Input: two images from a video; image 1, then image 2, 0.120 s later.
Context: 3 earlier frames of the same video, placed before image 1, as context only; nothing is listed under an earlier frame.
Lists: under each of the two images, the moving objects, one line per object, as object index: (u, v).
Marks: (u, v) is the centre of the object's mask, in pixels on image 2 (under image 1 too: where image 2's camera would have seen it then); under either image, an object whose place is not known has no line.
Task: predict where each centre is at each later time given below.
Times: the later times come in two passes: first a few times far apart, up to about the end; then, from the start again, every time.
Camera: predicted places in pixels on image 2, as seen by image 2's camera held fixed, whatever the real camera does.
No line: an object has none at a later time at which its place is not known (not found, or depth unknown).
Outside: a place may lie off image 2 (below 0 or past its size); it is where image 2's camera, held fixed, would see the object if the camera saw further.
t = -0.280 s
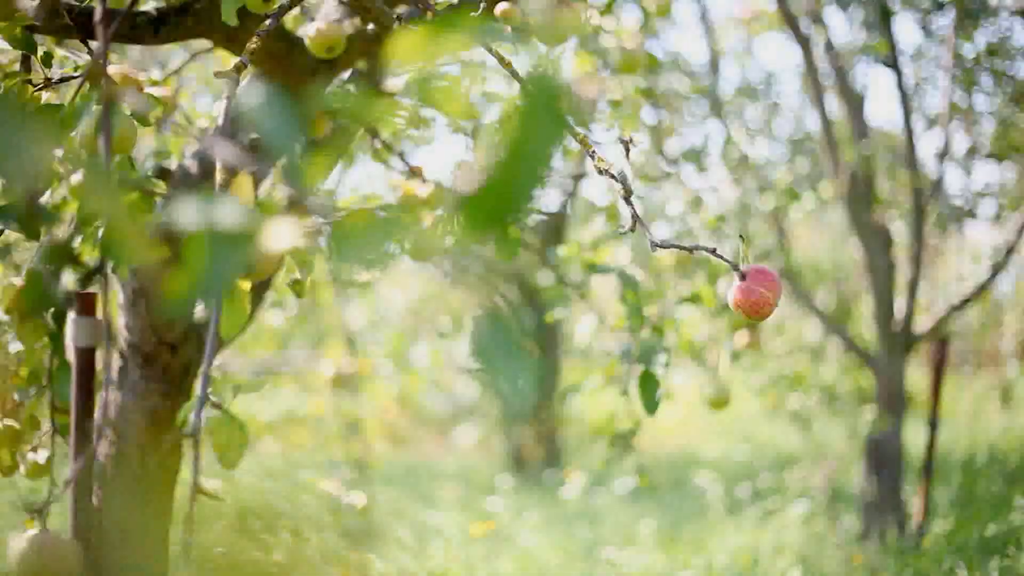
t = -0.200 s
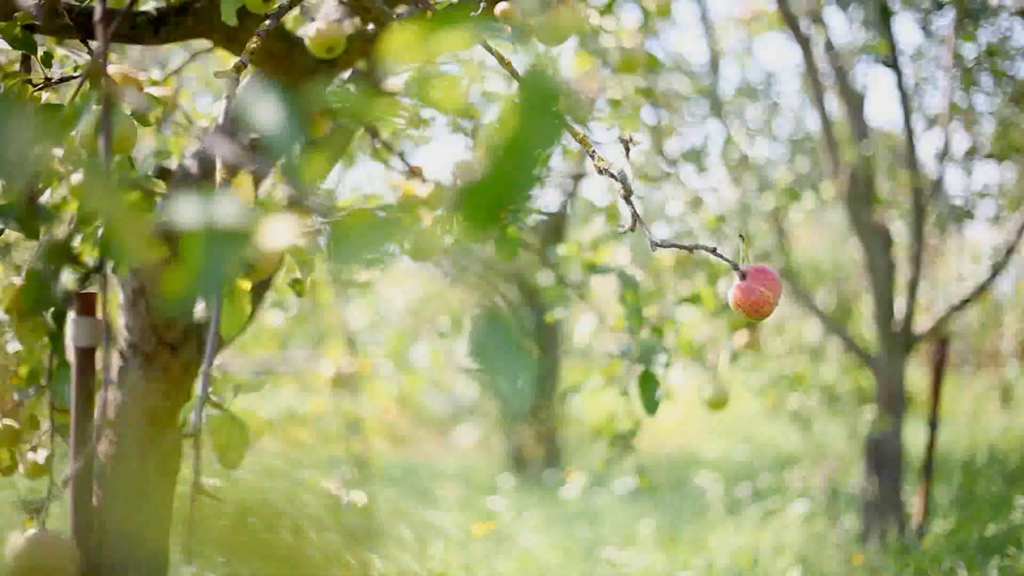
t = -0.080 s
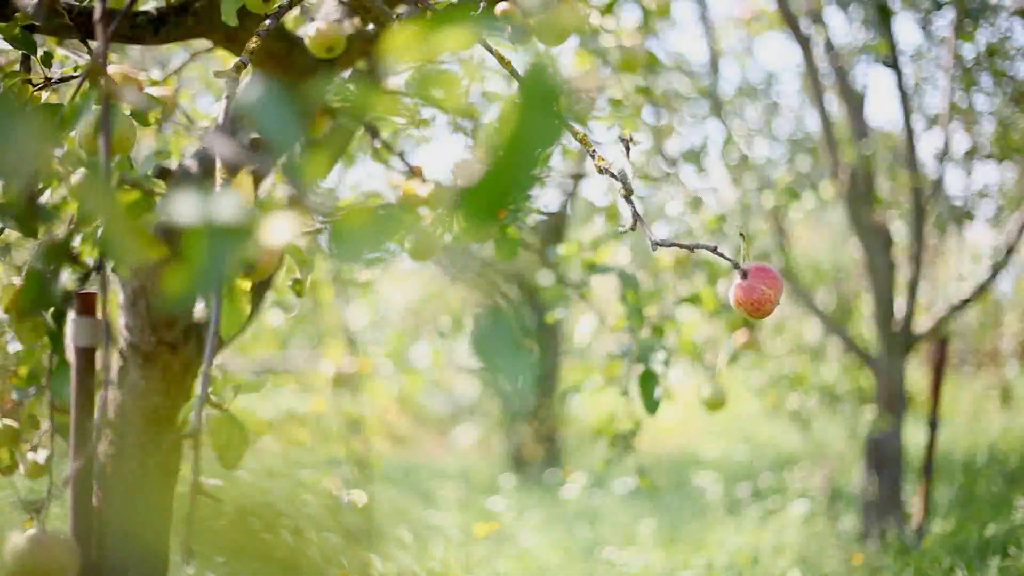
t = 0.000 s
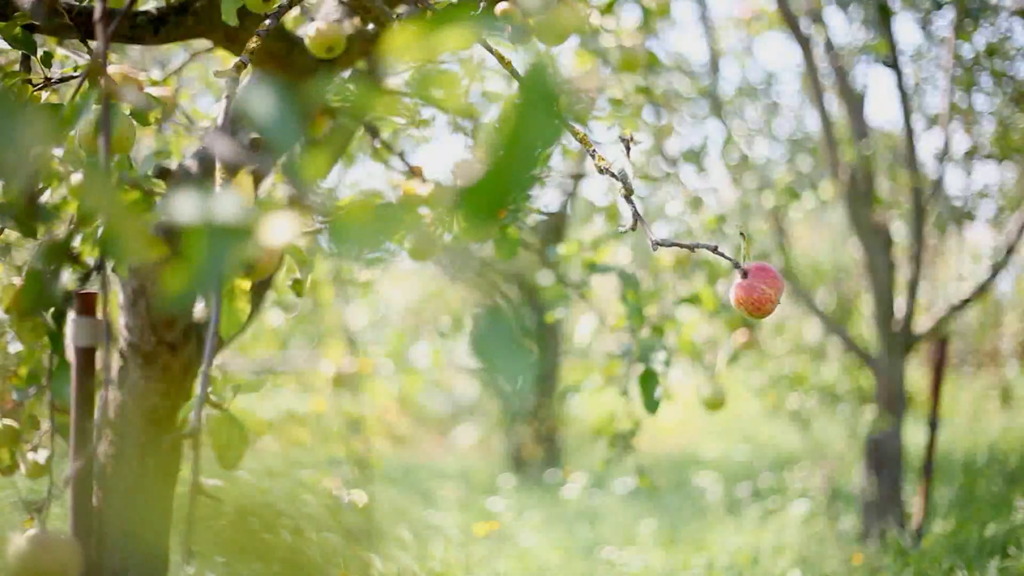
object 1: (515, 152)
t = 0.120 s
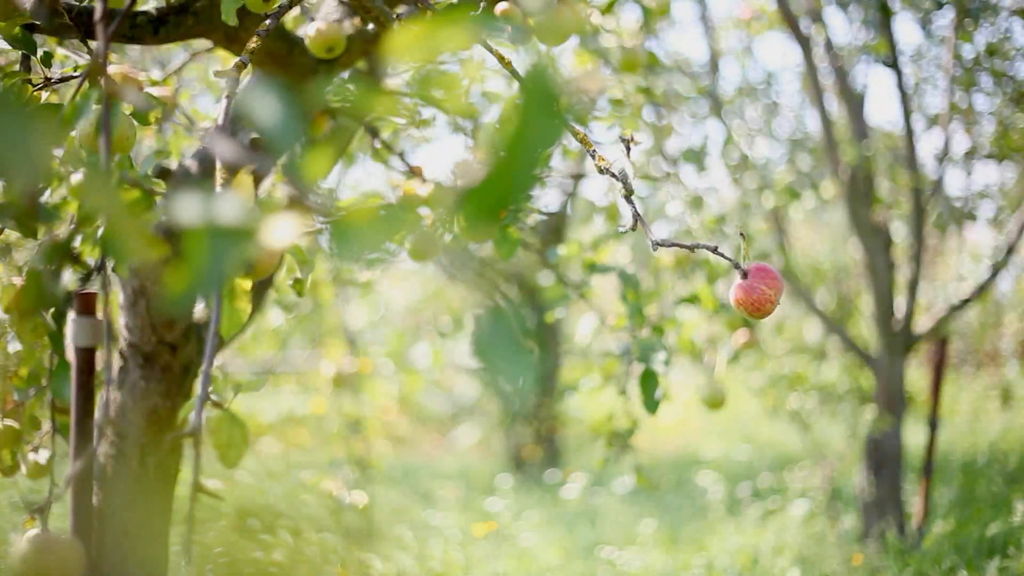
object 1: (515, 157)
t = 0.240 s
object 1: (515, 160)
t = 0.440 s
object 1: (517, 159)
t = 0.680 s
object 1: (514, 159)
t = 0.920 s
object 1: (517, 157)
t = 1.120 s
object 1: (520, 160)
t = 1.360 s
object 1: (524, 160)
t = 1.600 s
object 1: (521, 161)
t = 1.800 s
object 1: (520, 161)
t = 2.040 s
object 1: (527, 163)
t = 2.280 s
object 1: (530, 165)
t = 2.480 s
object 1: (529, 166)
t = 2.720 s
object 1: (527, 162)
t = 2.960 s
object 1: (526, 162)
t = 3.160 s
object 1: (527, 163)
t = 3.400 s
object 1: (526, 166)
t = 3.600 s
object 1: (523, 161)
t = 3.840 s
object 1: (522, 159)
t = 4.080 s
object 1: (523, 160)
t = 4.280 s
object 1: (521, 161)
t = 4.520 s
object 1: (518, 161)
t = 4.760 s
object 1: (518, 160)
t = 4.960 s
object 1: (518, 161)
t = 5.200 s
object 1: (518, 159)
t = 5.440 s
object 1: (515, 159)
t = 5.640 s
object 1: (515, 159)
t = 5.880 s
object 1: (517, 159)
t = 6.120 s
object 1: (515, 161)
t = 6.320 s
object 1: (512, 158)
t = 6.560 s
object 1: (510, 159)
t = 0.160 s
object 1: (516, 158)
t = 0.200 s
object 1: (515, 160)
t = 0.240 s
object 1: (515, 160)
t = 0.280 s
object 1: (516, 161)
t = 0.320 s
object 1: (517, 162)
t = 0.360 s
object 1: (518, 160)
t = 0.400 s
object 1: (517, 160)
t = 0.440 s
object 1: (517, 159)
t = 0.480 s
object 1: (517, 160)
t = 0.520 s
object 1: (518, 160)
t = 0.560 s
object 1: (517, 161)
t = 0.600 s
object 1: (513, 161)
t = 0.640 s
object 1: (515, 161)
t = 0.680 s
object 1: (514, 159)
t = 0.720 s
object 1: (514, 159)
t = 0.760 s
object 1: (512, 159)
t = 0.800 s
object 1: (516, 158)
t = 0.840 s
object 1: (517, 158)
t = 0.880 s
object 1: (517, 158)
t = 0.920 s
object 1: (517, 157)
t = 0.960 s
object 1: (516, 158)
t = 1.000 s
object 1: (519, 161)
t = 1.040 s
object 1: (520, 161)
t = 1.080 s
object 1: (520, 161)
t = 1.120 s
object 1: (520, 160)
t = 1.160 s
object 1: (518, 160)
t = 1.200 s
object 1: (522, 163)
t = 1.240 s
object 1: (524, 163)
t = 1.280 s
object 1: (524, 163)
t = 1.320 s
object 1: (524, 162)
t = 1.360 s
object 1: (524, 160)
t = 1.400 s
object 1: (523, 161)
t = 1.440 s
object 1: (523, 162)
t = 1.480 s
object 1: (522, 162)
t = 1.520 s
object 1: (522, 160)
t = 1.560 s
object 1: (521, 160)
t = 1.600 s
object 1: (521, 161)
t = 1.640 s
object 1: (520, 161)
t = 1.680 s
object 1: (520, 159)
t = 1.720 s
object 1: (520, 160)
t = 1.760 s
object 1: (520, 161)
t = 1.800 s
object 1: (520, 161)
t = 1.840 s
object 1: (520, 161)
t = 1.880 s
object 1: (521, 160)
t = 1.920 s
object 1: (522, 160)
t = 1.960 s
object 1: (522, 160)
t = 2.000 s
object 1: (524, 160)
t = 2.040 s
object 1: (527, 163)
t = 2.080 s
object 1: (528, 164)
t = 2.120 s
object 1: (529, 163)
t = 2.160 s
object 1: (530, 163)
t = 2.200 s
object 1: (530, 164)
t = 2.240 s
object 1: (530, 165)
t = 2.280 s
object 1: (530, 165)
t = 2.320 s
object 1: (530, 165)
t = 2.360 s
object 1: (530, 165)
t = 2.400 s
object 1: (530, 166)
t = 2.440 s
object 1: (529, 166)
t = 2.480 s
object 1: (529, 166)
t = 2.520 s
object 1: (529, 164)
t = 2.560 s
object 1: (529, 163)
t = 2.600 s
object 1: (529, 163)
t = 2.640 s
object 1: (528, 163)
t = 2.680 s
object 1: (528, 162)
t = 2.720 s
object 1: (527, 162)
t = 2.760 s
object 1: (527, 162)
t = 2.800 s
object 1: (527, 161)
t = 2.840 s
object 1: (529, 161)
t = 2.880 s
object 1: (528, 161)
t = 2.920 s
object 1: (527, 160)
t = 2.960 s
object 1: (526, 162)
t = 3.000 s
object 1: (527, 163)
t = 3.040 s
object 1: (527, 163)
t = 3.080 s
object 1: (527, 163)
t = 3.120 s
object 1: (528, 164)
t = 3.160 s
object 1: (527, 163)
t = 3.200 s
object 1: (527, 163)
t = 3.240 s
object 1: (527, 164)
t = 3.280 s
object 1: (527, 163)
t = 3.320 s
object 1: (526, 163)
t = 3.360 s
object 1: (526, 165)
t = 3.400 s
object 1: (526, 166)
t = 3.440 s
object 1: (525, 164)
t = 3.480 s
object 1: (524, 163)
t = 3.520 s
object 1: (523, 162)
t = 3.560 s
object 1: (523, 161)
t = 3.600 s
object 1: (523, 161)
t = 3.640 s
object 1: (522, 161)
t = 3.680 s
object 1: (522, 158)
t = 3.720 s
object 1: (523, 158)
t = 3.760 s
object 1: (523, 160)
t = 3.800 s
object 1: (523, 159)
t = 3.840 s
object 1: (522, 159)
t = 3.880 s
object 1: (522, 160)
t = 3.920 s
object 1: (523, 160)
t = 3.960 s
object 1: (522, 159)
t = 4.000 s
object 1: (523, 160)
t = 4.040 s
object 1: (523, 160)
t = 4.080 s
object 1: (523, 160)
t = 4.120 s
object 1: (522, 160)
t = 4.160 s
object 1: (522, 160)
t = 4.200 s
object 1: (522, 161)
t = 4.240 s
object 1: (522, 160)
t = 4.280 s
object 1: (521, 161)
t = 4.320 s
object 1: (520, 161)
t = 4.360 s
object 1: (520, 160)
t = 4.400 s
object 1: (519, 160)
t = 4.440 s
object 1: (519, 161)
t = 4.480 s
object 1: (519, 160)
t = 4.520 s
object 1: (518, 161)
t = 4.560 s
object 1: (518, 161)
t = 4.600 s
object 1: (518, 160)
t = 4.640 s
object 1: (518, 160)
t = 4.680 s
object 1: (518, 160)
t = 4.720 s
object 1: (518, 161)
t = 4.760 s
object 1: (518, 160)
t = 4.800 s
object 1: (517, 160)
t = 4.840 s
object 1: (517, 160)
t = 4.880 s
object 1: (517, 161)
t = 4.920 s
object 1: (518, 161)
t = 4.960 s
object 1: (518, 161)
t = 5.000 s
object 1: (518, 162)
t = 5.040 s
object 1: (518, 162)
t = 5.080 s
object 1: (518, 161)
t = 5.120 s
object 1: (518, 160)
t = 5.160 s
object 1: (518, 160)
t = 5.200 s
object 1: (518, 159)
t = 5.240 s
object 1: (518, 160)
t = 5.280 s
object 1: (517, 161)
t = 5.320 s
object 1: (517, 161)
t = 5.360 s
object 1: (516, 161)
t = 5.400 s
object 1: (515, 159)
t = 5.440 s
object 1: (515, 159)
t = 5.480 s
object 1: (515, 160)
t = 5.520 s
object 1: (515, 159)
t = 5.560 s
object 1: (514, 160)
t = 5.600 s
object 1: (514, 160)
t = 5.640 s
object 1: (515, 159)
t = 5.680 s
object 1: (515, 158)
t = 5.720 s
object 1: (514, 157)
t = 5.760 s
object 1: (513, 158)
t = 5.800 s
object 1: (516, 161)
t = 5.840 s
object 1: (517, 162)
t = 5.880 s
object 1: (517, 159)
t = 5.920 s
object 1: (516, 160)
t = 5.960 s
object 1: (516, 160)
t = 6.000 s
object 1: (512, 160)
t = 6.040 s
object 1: (513, 160)
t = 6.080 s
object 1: (515, 162)
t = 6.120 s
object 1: (515, 161)
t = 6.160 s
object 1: (515, 159)
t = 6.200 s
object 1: (512, 158)
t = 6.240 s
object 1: (512, 158)
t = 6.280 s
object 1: (513, 159)
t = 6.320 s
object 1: (512, 158)
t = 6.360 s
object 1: (512, 158)
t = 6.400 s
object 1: (511, 158)
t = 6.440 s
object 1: (510, 160)
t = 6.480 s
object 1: (510, 160)
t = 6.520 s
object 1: (510, 158)
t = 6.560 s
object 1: (510, 159)
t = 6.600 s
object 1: (512, 161)
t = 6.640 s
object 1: (511, 160)
